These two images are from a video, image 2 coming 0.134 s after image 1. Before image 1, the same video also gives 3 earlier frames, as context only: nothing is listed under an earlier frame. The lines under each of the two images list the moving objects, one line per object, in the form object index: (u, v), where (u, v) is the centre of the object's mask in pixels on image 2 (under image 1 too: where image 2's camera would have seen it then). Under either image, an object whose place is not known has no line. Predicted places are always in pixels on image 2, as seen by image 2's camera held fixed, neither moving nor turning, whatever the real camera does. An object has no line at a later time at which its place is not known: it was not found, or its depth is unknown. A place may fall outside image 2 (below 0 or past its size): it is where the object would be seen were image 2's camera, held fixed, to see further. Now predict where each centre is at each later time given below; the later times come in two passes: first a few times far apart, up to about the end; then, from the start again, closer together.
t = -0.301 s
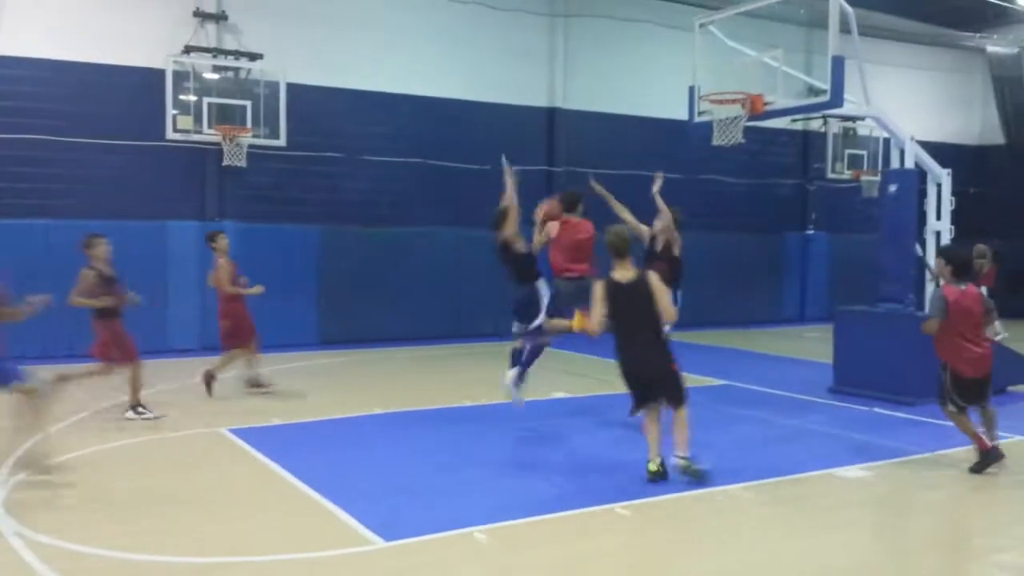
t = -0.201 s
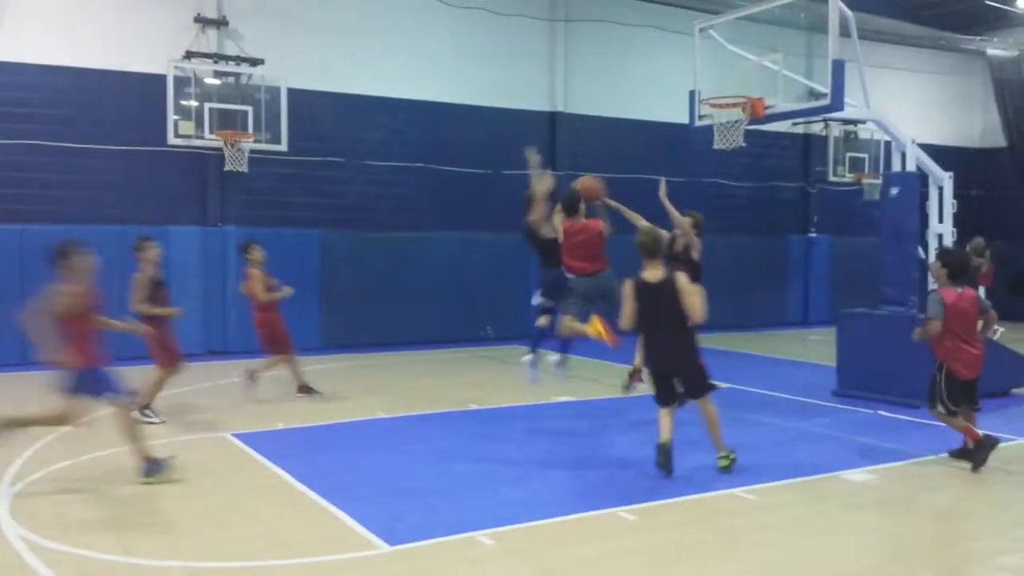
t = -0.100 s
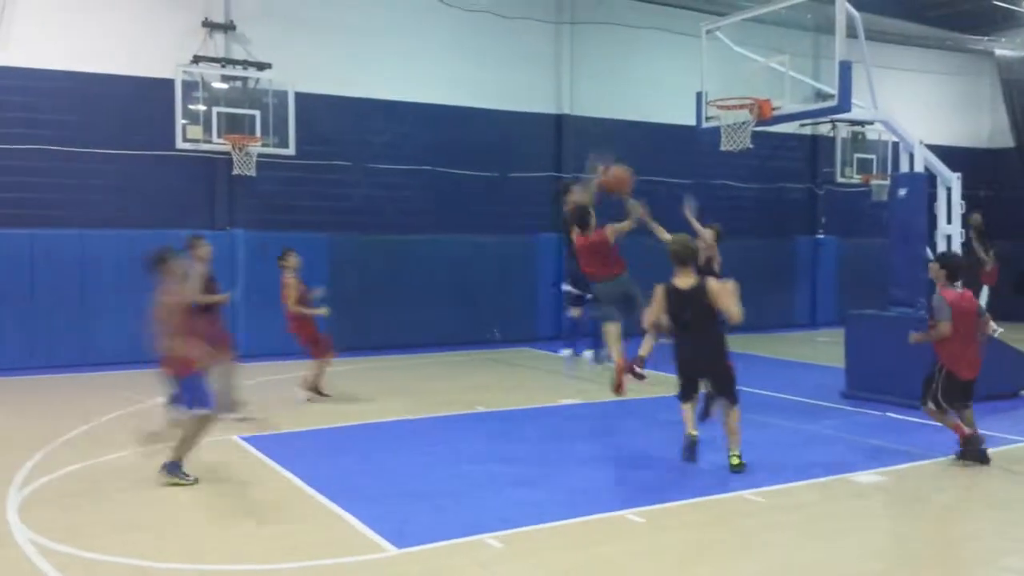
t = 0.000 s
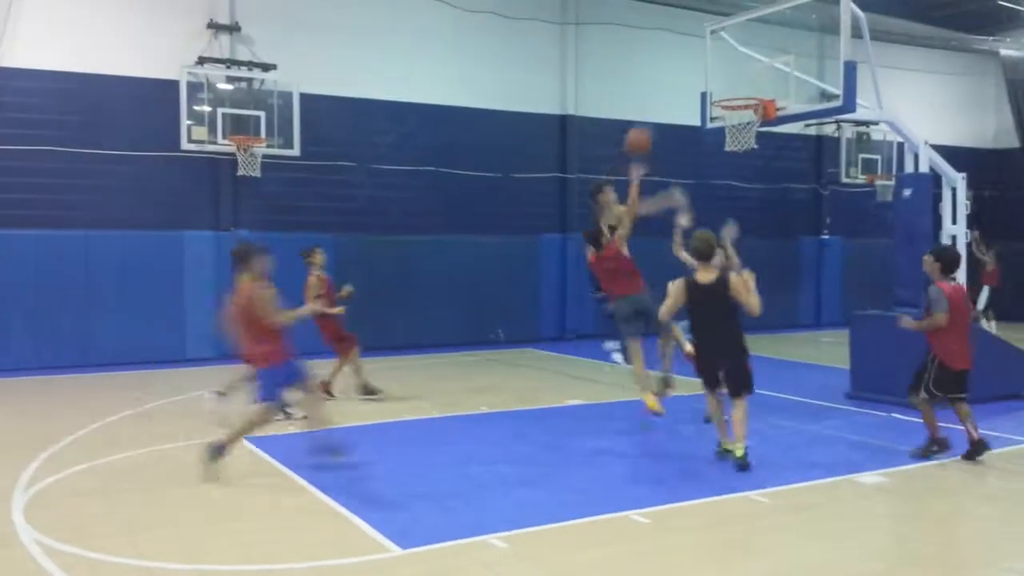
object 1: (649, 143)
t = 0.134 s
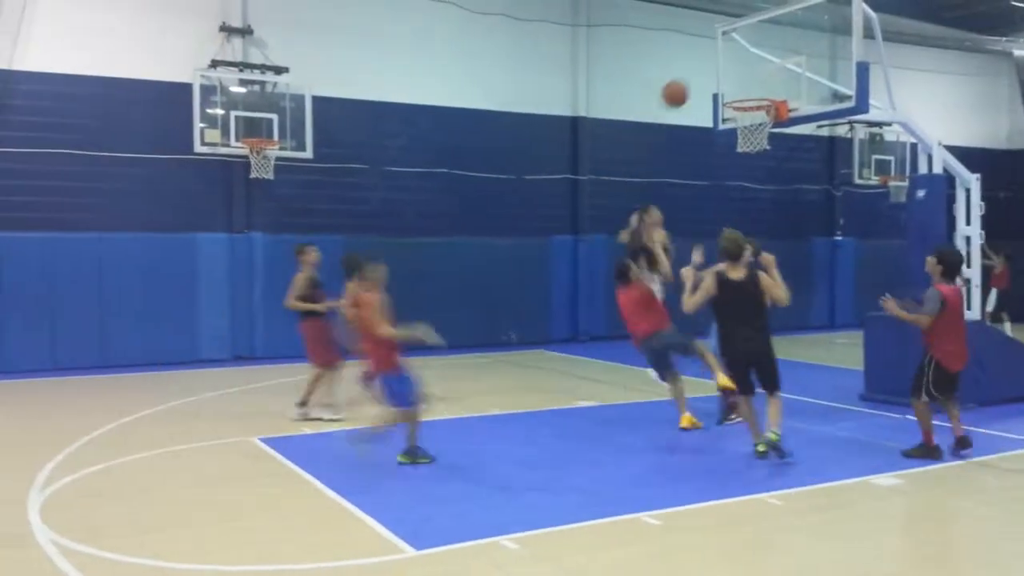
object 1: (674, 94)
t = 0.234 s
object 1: (692, 70)
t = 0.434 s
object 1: (726, 59)
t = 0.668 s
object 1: (761, 99)
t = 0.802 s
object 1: (749, 116)
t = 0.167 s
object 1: (680, 85)
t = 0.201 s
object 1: (686, 77)
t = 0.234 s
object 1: (692, 70)
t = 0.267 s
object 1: (698, 65)
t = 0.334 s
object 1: (709, 58)
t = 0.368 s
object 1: (715, 58)
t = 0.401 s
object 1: (721, 57)
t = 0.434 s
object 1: (726, 59)
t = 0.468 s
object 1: (731, 60)
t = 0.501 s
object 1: (736, 64)
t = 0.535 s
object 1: (741, 68)
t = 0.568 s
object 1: (746, 74)
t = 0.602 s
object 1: (751, 81)
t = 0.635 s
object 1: (756, 88)
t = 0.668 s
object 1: (761, 99)
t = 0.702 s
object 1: (759, 103)
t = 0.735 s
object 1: (756, 108)
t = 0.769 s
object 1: (752, 113)
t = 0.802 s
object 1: (749, 116)
